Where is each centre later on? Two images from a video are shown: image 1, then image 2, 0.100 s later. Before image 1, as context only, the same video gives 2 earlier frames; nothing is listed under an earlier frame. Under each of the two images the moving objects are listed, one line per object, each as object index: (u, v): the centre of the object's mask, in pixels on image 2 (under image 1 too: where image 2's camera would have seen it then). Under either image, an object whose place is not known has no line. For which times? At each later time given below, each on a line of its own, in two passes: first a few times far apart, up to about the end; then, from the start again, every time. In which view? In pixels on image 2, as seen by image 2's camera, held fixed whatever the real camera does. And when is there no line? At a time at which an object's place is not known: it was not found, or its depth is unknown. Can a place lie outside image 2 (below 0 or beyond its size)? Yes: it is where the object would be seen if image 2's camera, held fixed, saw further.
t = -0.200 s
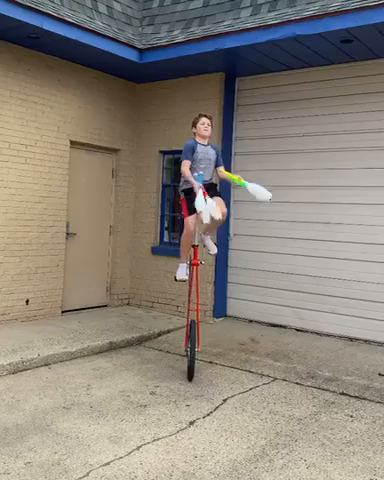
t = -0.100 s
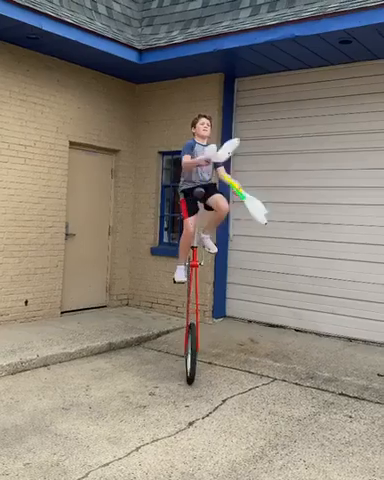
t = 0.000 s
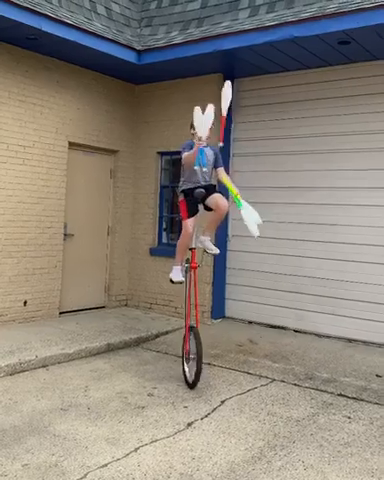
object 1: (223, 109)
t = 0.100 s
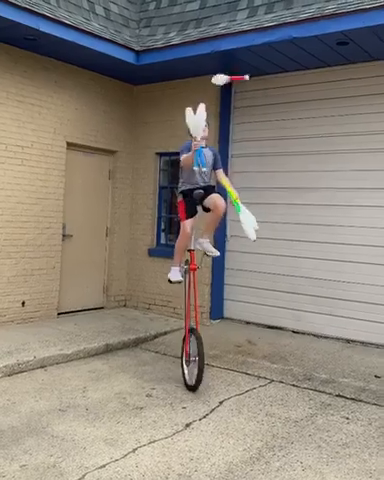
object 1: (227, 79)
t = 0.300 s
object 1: (234, 58)
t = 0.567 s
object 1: (237, 107)
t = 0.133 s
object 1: (228, 71)
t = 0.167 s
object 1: (229, 66)
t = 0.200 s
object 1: (230, 62)
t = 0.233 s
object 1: (231, 59)
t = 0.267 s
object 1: (233, 58)
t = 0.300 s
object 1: (234, 58)
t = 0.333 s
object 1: (236, 58)
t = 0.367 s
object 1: (236, 59)
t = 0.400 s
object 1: (237, 61)
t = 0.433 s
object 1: (236, 68)
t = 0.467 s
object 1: (236, 76)
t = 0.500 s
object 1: (236, 84)
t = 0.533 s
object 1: (237, 95)
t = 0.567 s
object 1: (237, 107)
